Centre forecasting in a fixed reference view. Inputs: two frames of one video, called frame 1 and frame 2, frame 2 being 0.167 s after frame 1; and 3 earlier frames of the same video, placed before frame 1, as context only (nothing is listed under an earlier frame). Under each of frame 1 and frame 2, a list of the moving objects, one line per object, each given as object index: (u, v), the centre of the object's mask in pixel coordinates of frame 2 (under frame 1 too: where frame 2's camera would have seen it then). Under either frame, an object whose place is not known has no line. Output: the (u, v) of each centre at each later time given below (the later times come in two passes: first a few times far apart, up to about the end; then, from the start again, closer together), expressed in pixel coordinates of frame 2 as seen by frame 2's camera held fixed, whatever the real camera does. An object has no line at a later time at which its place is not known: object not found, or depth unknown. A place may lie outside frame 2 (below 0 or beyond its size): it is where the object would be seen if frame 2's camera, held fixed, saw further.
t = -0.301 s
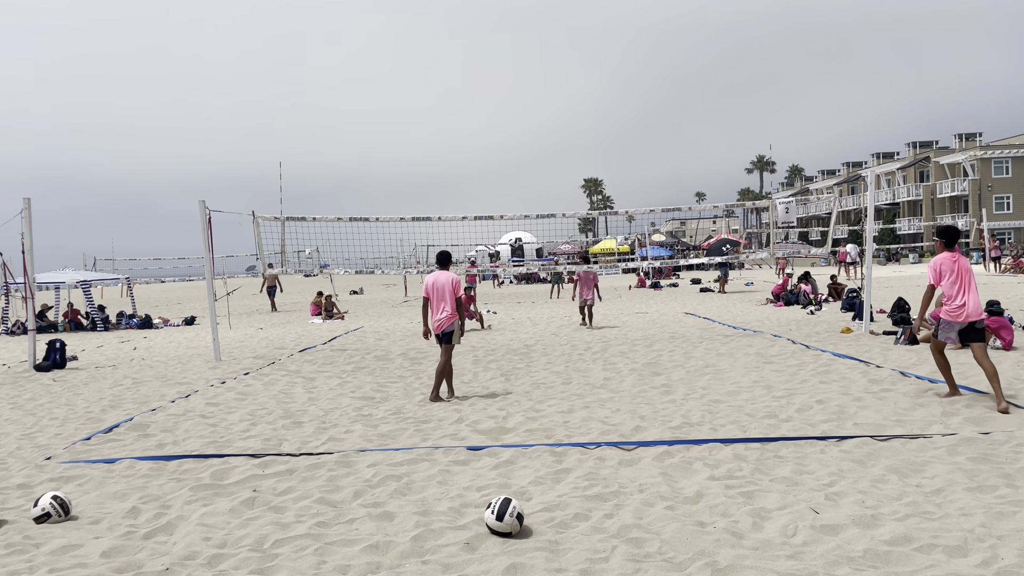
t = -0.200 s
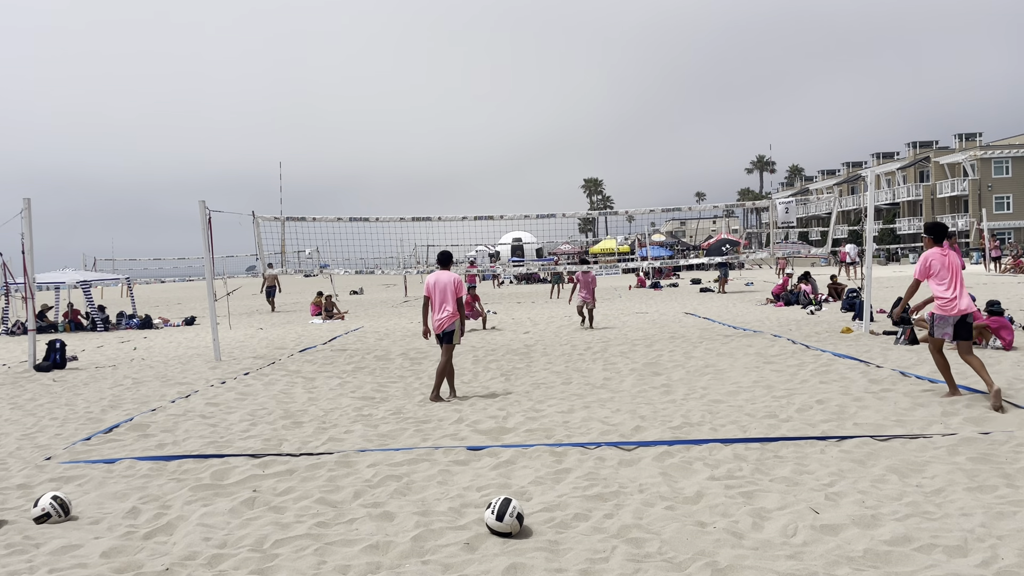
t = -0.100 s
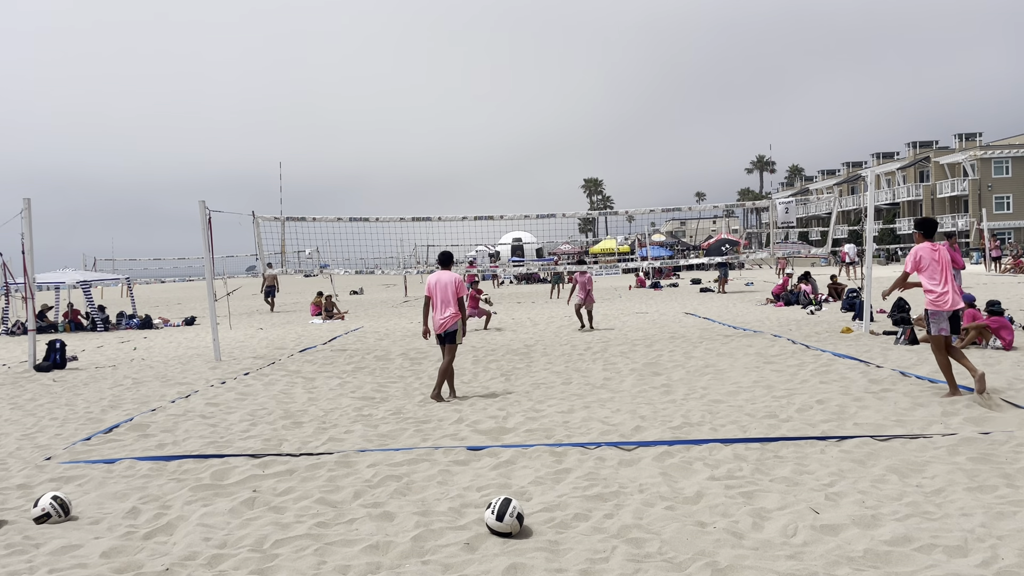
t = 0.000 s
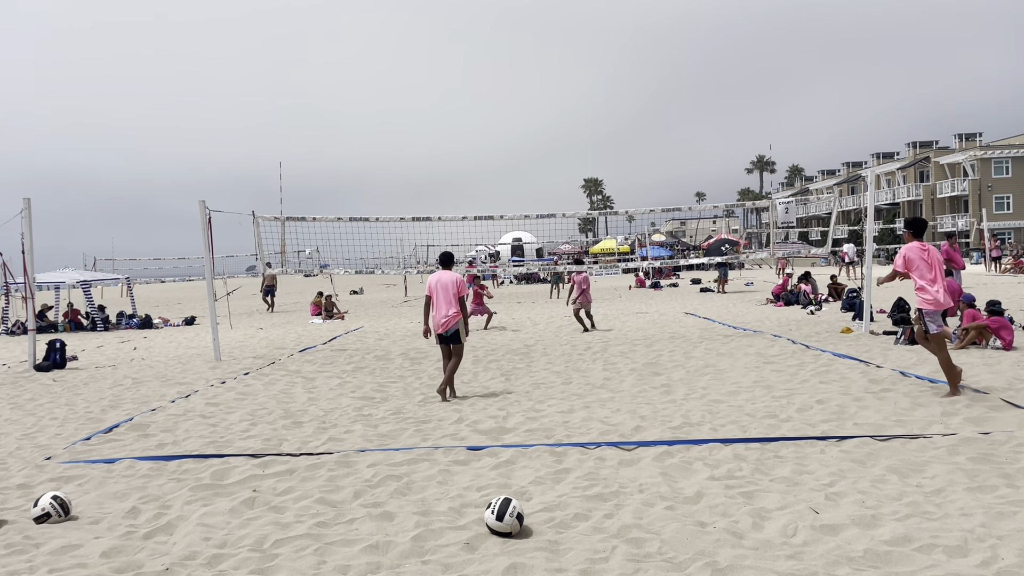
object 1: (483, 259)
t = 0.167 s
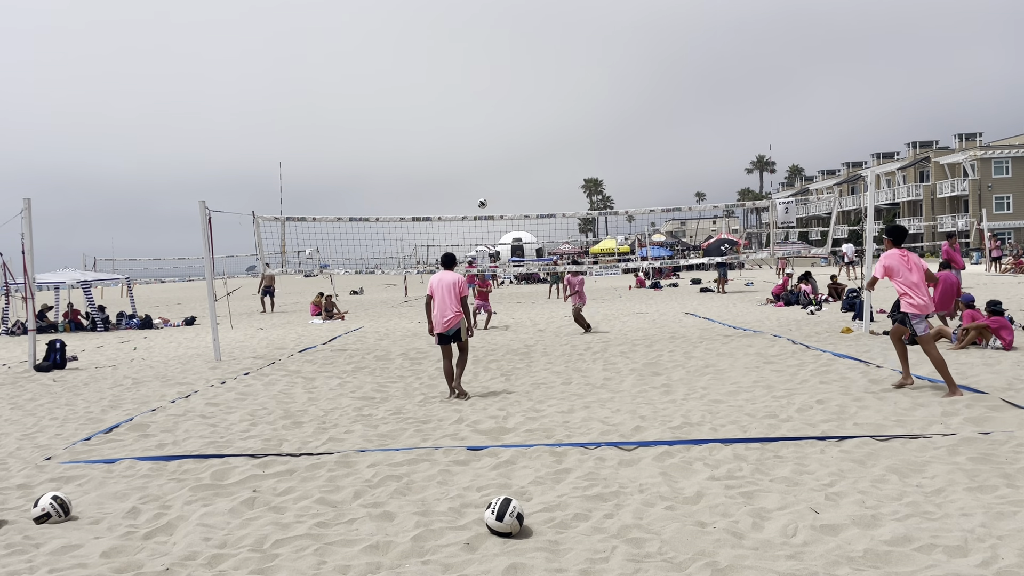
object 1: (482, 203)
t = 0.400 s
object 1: (481, 142)
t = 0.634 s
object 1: (480, 103)
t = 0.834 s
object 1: (481, 90)
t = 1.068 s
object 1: (484, 100)
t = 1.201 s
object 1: (487, 120)
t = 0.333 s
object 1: (481, 157)
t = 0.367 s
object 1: (481, 149)
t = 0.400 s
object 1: (481, 142)
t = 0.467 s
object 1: (480, 128)
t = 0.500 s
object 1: (480, 122)
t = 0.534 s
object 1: (480, 117)
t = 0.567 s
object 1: (480, 112)
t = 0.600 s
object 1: (480, 107)
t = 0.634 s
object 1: (480, 103)
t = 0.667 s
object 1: (480, 99)
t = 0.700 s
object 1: (480, 96)
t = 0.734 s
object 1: (480, 94)
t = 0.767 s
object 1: (480, 92)
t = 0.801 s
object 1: (480, 91)
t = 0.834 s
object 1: (481, 90)
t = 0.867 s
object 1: (481, 89)
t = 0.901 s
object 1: (481, 90)
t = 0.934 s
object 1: (482, 90)
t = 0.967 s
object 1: (482, 92)
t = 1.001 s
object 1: (483, 94)
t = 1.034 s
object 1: (483, 97)
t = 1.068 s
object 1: (484, 100)
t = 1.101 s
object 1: (485, 104)
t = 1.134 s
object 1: (485, 109)
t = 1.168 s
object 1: (486, 114)
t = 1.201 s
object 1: (487, 120)
